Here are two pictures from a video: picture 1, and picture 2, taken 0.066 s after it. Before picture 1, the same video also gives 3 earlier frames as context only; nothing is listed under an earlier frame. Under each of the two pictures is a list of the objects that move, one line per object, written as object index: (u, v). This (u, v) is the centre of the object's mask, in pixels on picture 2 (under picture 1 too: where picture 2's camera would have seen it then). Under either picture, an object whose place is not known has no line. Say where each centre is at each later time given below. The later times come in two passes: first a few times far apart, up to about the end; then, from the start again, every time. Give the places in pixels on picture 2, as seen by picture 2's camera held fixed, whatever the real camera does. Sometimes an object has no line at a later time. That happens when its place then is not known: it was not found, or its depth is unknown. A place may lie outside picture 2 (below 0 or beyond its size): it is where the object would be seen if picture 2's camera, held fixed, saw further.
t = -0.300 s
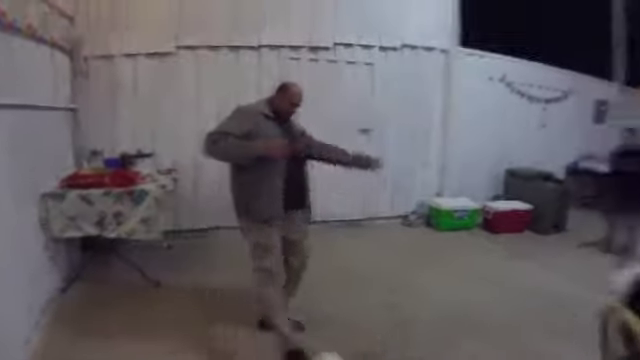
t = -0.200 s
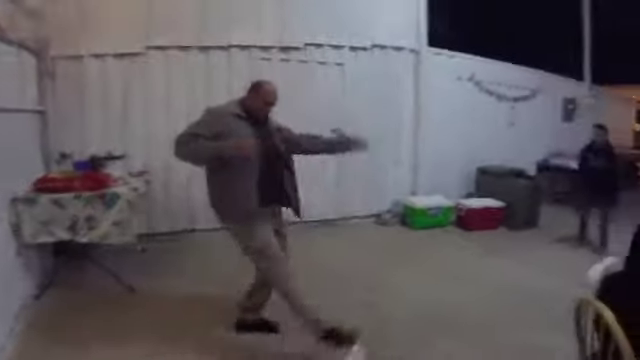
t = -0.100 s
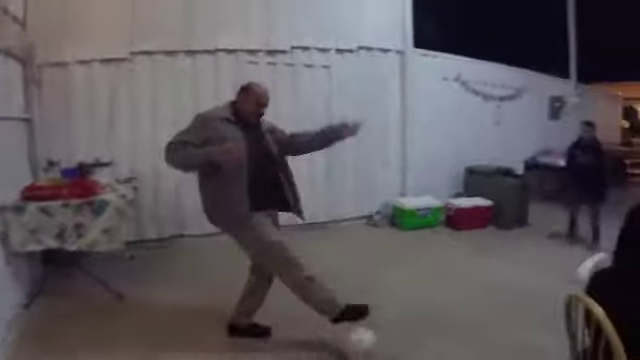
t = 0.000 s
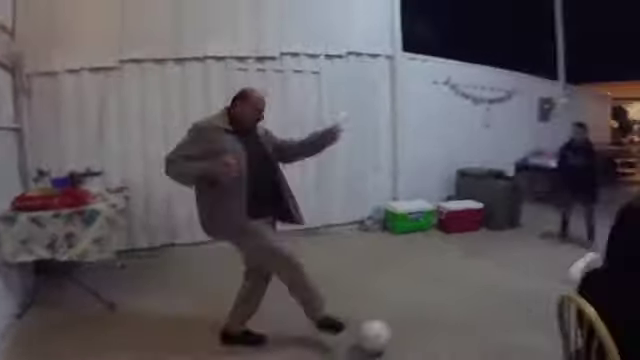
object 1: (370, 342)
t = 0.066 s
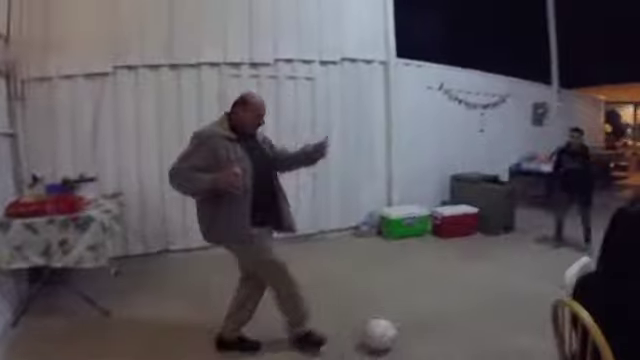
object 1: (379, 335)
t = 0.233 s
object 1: (404, 317)
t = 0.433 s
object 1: (429, 298)
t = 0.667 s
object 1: (455, 280)
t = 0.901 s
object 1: (477, 266)
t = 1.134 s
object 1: (497, 255)
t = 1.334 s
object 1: (512, 247)
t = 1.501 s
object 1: (525, 242)
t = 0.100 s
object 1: (383, 332)
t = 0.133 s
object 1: (388, 328)
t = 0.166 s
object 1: (393, 324)
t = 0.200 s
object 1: (399, 321)
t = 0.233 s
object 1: (404, 317)
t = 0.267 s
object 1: (408, 314)
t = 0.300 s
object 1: (413, 311)
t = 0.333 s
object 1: (417, 308)
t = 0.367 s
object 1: (421, 304)
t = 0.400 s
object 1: (425, 301)
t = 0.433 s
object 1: (429, 298)
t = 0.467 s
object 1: (433, 295)
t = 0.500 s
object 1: (437, 292)
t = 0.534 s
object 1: (441, 289)
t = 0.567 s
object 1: (445, 286)
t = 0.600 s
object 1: (448, 284)
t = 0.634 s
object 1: (451, 283)
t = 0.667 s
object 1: (455, 280)
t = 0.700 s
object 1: (459, 277)
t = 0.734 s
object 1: (461, 275)
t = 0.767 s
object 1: (465, 273)
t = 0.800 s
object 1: (468, 272)
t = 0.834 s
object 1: (471, 269)
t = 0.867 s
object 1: (473, 268)
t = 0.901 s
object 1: (477, 266)
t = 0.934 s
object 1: (480, 264)
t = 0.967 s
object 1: (482, 263)
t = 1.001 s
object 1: (485, 261)
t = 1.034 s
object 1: (489, 260)
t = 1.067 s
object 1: (491, 258)
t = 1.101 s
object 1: (494, 257)
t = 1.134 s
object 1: (497, 255)
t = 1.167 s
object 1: (500, 254)
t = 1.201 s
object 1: (501, 253)
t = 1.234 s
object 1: (505, 251)
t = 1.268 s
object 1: (507, 249)
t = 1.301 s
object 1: (509, 248)
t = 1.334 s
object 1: (512, 247)
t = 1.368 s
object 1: (515, 246)
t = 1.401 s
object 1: (517, 245)
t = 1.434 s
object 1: (520, 244)
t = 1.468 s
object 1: (523, 243)
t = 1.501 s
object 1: (525, 242)
